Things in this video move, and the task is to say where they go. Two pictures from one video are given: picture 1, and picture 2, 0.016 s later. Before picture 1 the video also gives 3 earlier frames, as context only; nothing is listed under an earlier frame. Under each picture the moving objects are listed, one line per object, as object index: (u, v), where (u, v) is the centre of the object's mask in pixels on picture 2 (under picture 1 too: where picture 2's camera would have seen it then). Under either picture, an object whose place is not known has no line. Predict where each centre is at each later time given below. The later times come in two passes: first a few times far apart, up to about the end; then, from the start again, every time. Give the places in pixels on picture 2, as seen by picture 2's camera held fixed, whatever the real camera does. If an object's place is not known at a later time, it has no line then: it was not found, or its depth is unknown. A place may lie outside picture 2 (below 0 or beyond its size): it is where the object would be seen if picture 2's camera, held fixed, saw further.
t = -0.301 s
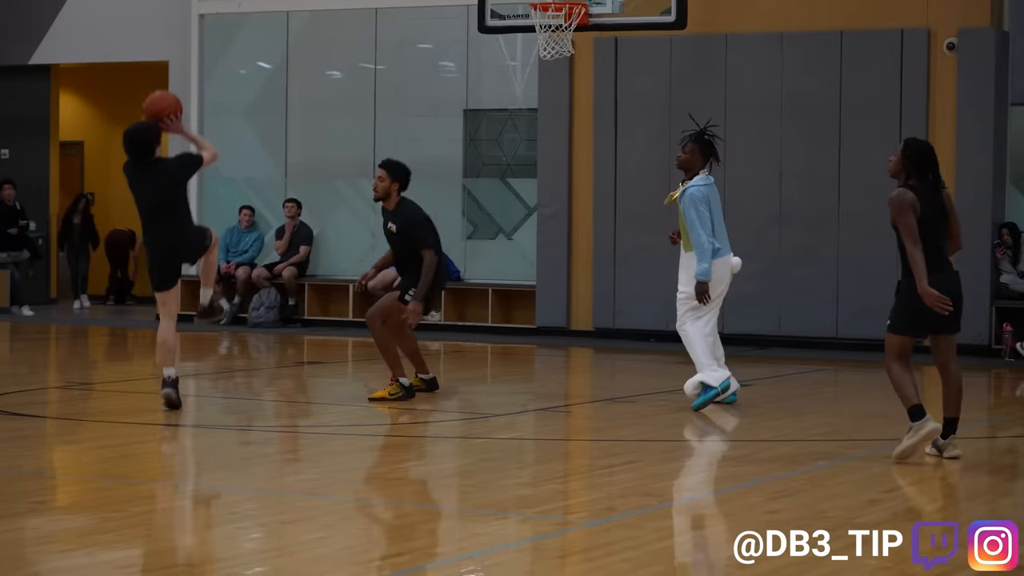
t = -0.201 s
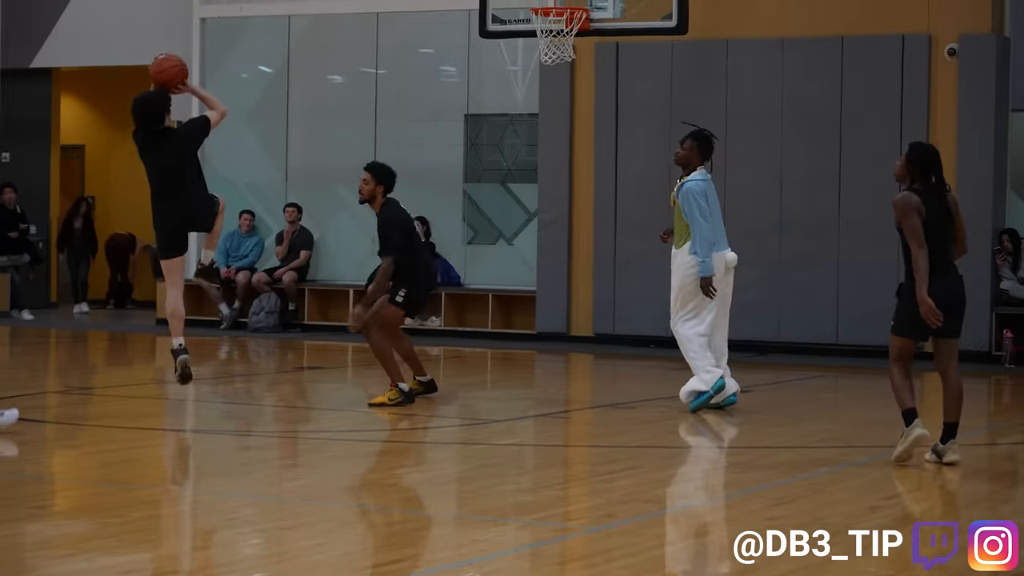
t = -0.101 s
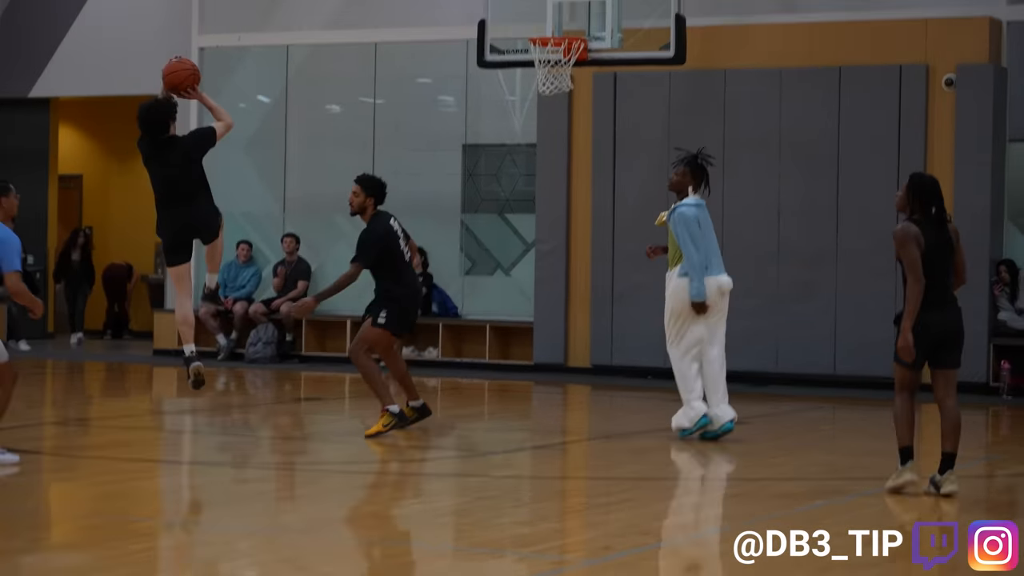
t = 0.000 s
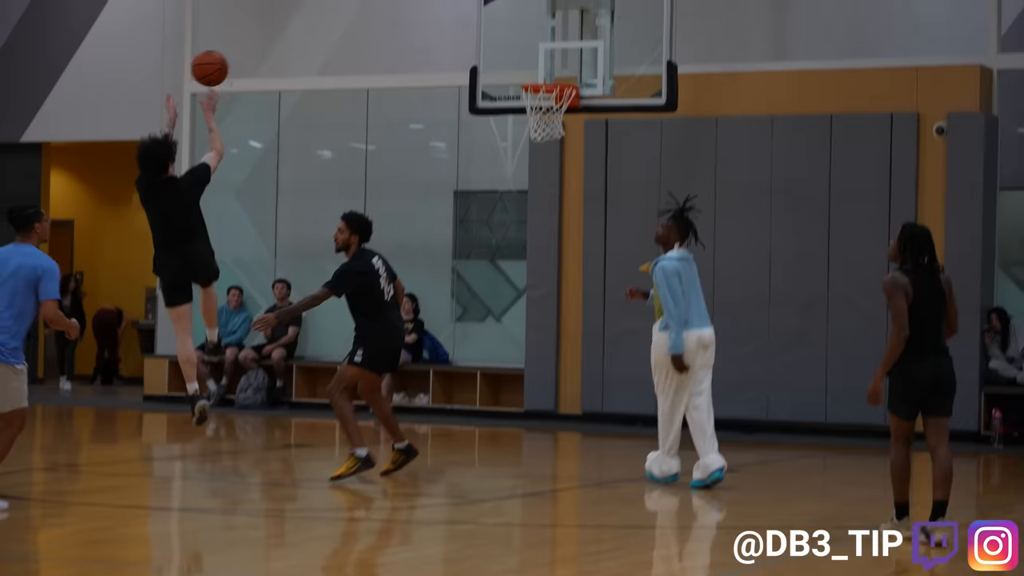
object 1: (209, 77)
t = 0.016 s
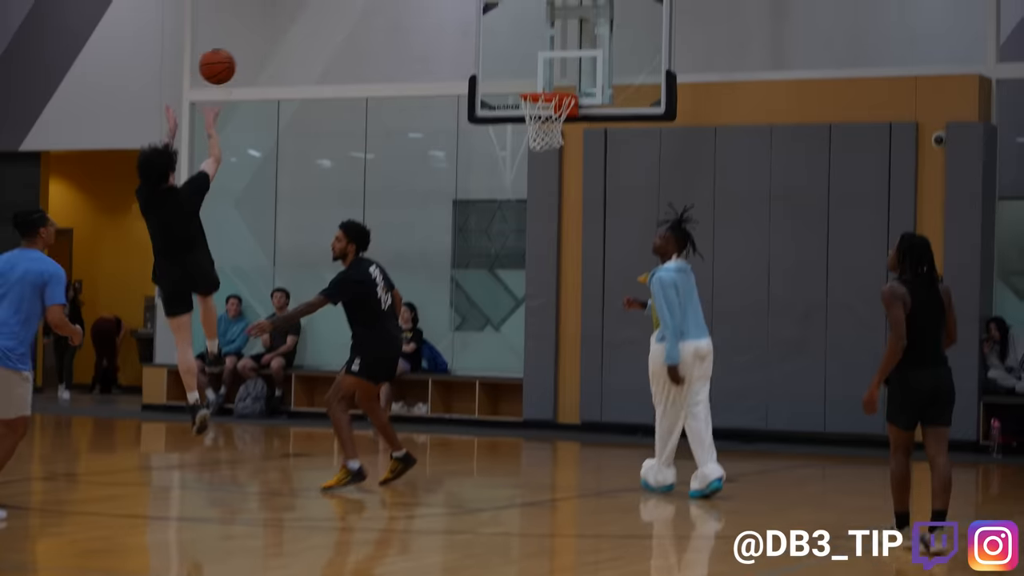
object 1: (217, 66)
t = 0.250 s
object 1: (323, -33)
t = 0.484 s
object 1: (415, -47)
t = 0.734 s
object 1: (496, 13)
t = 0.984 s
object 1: (542, 63)
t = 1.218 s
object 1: (543, 42)
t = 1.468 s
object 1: (541, 98)
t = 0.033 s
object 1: (225, 56)
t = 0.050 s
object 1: (233, 46)
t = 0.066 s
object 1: (240, 37)
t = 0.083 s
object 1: (248, 29)
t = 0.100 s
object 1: (256, 21)
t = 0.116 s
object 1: (264, 13)
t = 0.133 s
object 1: (272, 6)
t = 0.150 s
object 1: (279, -1)
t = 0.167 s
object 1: (287, -8)
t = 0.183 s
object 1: (295, -14)
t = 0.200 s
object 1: (302, -19)
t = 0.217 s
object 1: (309, -24)
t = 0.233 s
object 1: (316, -29)
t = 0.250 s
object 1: (323, -33)
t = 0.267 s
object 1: (330, -37)
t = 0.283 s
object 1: (337, -39)
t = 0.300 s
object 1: (344, -42)
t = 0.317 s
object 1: (350, -45)
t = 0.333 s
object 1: (357, -47)
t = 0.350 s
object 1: (364, -48)
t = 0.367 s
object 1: (370, -49)
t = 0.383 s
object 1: (377, -50)
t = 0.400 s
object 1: (383, -50)
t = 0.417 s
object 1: (390, -50)
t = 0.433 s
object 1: (396, -50)
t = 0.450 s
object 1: (402, -49)
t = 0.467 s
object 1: (408, -48)
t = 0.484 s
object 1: (415, -47)
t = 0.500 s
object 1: (420, -45)
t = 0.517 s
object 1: (426, -43)
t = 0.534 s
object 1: (432, -40)
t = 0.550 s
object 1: (438, -38)
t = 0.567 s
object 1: (443, -35)
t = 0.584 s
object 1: (449, -31)
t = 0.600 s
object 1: (455, -27)
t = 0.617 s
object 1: (460, -23)
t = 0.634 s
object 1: (466, -19)
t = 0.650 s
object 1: (471, -14)
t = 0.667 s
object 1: (476, -9)
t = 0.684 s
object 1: (481, -4)
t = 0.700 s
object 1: (487, 1)
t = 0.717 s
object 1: (492, 8)
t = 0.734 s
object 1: (496, 13)
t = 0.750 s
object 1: (502, 20)
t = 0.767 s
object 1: (506, 26)
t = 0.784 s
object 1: (511, 33)
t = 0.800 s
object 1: (516, 40)
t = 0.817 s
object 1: (520, 48)
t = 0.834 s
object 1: (525, 56)
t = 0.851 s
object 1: (530, 64)
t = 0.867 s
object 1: (534, 72)
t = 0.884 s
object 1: (539, 81)
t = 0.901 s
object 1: (541, 84)
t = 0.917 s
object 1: (541, 80)
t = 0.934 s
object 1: (542, 75)
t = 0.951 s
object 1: (542, 70)
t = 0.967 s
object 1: (542, 66)
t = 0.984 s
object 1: (542, 63)
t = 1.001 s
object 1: (542, 59)
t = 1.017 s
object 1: (542, 56)
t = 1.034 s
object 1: (542, 53)
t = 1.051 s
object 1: (543, 50)
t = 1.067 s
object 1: (543, 48)
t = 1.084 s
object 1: (543, 46)
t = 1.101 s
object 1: (543, 45)
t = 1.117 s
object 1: (543, 43)
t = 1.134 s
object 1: (543, 42)
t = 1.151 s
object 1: (543, 41)
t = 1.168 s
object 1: (543, 41)
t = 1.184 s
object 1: (543, 41)
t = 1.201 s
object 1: (543, 42)
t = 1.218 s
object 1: (543, 42)
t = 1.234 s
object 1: (543, 44)
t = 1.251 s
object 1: (543, 45)
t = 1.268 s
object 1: (543, 47)
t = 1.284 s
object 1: (543, 49)
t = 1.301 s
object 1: (543, 52)
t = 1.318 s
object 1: (543, 55)
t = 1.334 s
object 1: (542, 58)
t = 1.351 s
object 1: (542, 61)
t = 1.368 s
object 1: (542, 66)
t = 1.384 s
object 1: (542, 70)
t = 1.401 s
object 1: (542, 75)
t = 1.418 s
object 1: (542, 80)
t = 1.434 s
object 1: (542, 85)
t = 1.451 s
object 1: (542, 91)
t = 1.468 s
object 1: (541, 98)
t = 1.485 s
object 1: (540, 104)
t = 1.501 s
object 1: (541, 111)
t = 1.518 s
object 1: (541, 120)
